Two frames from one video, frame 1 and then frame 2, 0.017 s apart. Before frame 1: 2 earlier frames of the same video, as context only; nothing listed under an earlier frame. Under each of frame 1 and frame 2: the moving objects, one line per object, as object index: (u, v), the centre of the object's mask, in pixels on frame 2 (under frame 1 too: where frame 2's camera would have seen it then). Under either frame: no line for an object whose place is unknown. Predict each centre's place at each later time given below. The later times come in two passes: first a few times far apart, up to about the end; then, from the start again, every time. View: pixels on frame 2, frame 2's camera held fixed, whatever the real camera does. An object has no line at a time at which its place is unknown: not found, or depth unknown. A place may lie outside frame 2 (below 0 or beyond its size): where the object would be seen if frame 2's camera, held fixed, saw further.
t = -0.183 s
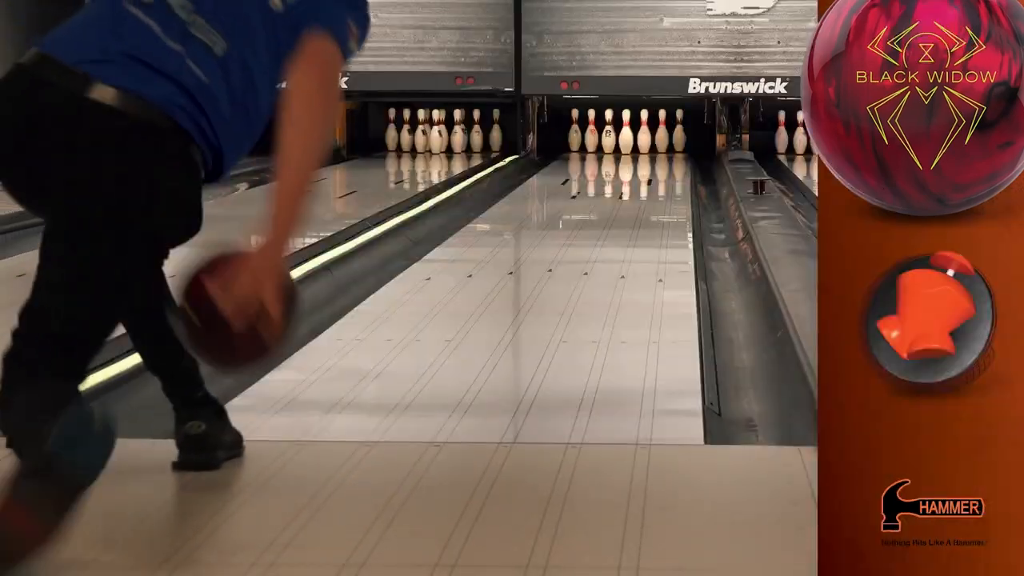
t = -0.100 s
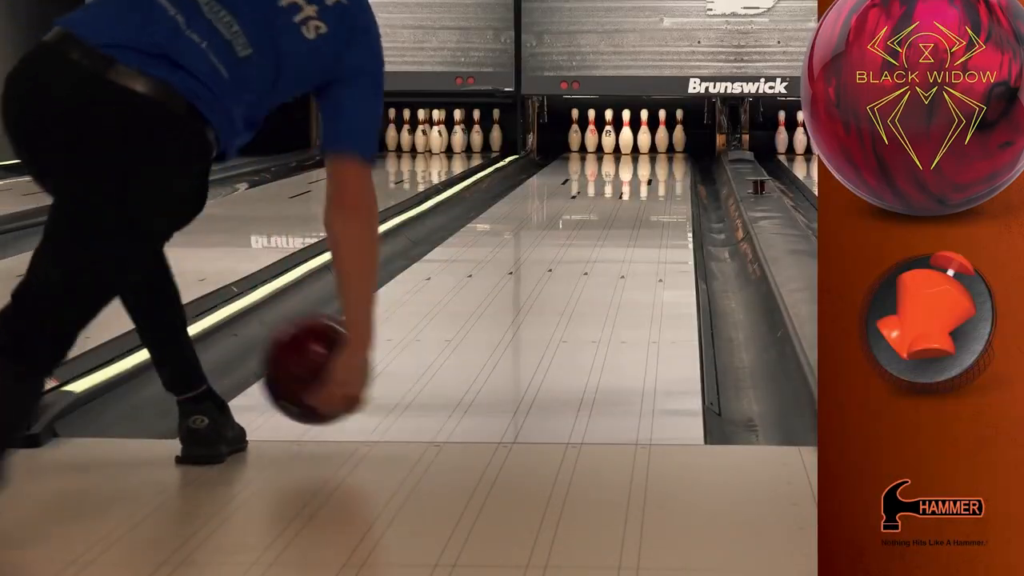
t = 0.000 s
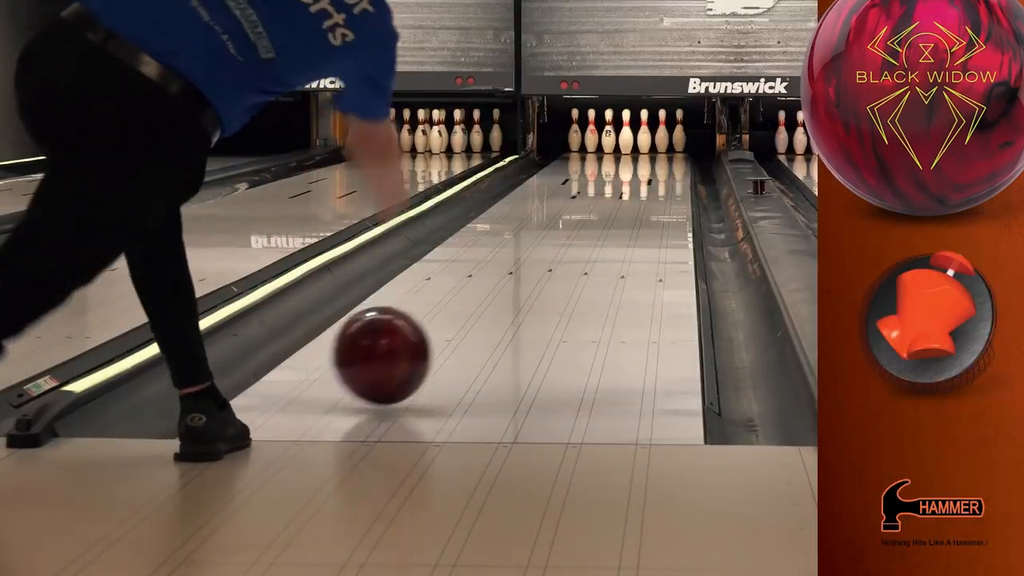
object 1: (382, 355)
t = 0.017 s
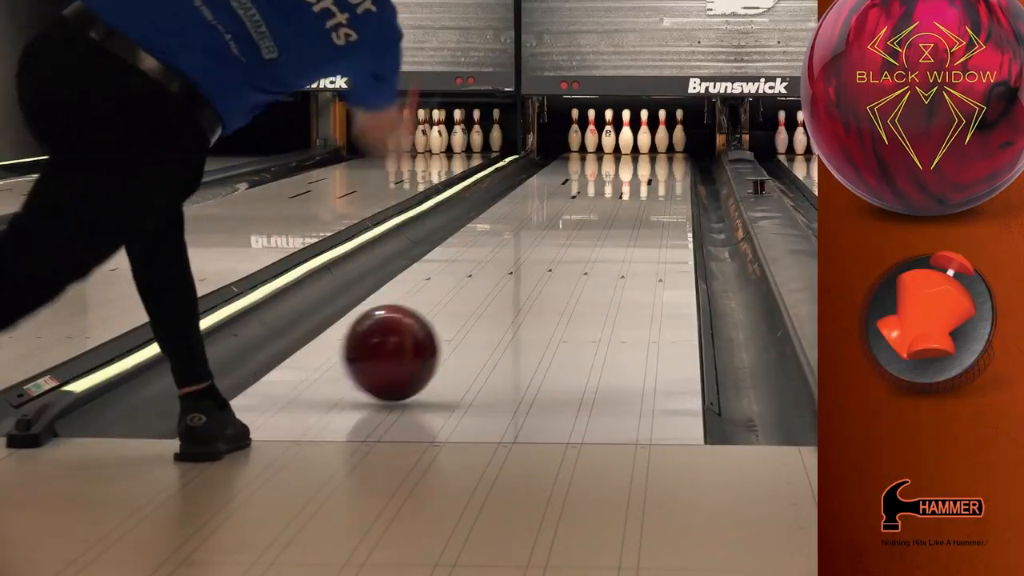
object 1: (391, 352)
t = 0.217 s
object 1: (475, 300)
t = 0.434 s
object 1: (535, 258)
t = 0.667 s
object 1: (578, 229)
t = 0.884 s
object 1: (607, 209)
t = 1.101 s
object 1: (627, 193)
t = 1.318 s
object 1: (643, 180)
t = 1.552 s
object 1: (654, 169)
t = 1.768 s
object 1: (661, 161)
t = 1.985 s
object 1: (661, 154)
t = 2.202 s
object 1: (653, 148)
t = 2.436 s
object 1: (637, 143)
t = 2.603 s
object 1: (630, 141)
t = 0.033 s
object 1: (400, 350)
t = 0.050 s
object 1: (408, 344)
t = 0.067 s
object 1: (416, 339)
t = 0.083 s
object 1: (423, 335)
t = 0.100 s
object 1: (431, 330)
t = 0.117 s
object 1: (438, 325)
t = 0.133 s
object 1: (444, 321)
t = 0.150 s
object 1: (451, 316)
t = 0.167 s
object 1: (457, 312)
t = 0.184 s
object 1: (463, 308)
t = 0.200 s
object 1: (469, 304)
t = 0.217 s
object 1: (475, 300)
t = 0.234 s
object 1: (480, 297)
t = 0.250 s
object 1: (486, 292)
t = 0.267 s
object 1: (491, 289)
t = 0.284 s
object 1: (496, 285)
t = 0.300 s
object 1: (501, 282)
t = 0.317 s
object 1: (506, 279)
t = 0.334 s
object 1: (510, 275)
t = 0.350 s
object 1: (515, 272)
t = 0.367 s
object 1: (519, 269)
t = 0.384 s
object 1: (523, 266)
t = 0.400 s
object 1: (527, 264)
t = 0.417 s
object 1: (531, 261)
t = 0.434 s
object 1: (535, 258)
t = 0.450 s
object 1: (539, 256)
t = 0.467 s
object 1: (543, 253)
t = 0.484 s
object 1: (546, 251)
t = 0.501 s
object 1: (549, 249)
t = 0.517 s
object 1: (553, 246)
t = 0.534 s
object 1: (556, 244)
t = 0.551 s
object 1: (559, 242)
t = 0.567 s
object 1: (562, 240)
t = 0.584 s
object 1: (565, 238)
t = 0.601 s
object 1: (568, 236)
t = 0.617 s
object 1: (571, 234)
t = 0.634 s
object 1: (573, 233)
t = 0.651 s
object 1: (576, 231)
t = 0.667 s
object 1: (578, 229)
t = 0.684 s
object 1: (581, 227)
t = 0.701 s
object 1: (584, 225)
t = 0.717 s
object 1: (586, 224)
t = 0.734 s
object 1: (589, 222)
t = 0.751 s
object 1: (591, 220)
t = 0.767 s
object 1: (593, 219)
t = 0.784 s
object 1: (595, 217)
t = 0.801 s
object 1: (597, 216)
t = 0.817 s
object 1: (599, 214)
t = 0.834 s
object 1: (601, 213)
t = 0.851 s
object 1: (603, 212)
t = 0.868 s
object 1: (605, 210)
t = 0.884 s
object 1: (607, 209)
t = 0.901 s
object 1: (609, 208)
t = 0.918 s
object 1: (610, 206)
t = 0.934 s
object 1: (612, 205)
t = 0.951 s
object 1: (614, 204)
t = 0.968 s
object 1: (616, 202)
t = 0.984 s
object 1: (617, 201)
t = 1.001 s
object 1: (619, 200)
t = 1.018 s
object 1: (620, 199)
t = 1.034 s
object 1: (621, 198)
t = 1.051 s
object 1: (623, 196)
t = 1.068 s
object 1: (624, 195)
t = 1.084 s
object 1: (626, 194)
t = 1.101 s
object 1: (627, 193)
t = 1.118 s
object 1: (629, 192)
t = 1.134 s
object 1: (630, 191)
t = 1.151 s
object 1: (631, 190)
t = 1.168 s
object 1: (633, 189)
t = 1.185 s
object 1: (634, 188)
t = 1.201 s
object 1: (635, 187)
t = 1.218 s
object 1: (636, 186)
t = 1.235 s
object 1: (637, 185)
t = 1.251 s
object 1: (638, 184)
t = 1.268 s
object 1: (639, 183)
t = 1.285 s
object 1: (641, 182)
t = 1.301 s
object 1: (642, 181)
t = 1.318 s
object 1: (643, 180)
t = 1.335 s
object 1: (644, 180)
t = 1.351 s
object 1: (644, 179)
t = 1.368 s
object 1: (645, 178)
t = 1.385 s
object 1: (646, 177)
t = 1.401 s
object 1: (647, 176)
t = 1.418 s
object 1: (648, 175)
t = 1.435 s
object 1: (649, 175)
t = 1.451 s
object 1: (650, 174)
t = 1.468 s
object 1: (651, 173)
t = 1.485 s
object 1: (651, 172)
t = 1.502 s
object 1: (652, 171)
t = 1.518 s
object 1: (653, 171)
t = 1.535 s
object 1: (654, 170)
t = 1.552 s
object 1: (654, 169)
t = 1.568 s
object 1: (655, 169)
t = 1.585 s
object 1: (655, 168)
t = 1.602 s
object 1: (656, 168)
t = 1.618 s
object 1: (657, 167)
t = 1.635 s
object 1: (657, 166)
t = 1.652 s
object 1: (658, 165)
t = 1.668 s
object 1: (659, 164)
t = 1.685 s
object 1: (659, 164)
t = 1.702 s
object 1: (660, 163)
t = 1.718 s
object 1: (660, 163)
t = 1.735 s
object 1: (661, 162)
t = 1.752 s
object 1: (661, 161)
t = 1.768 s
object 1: (661, 161)
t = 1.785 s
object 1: (662, 160)
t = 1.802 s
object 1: (662, 160)
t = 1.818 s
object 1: (662, 159)
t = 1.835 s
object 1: (662, 159)
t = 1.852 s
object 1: (662, 158)
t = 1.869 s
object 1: (662, 158)
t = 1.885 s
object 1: (662, 157)
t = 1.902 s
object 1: (662, 156)
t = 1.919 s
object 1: (662, 156)
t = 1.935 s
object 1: (662, 156)
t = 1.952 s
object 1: (662, 155)
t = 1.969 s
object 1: (661, 155)
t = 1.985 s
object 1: (661, 154)
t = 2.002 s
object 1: (661, 154)
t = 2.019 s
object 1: (660, 153)
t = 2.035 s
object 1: (660, 153)
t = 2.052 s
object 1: (659, 152)
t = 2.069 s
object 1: (659, 152)
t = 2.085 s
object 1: (658, 151)
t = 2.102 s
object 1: (658, 151)
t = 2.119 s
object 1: (657, 150)
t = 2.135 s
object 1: (656, 150)
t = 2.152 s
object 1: (655, 150)
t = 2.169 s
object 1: (654, 149)
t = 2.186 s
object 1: (654, 149)
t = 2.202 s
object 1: (653, 148)
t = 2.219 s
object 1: (652, 148)
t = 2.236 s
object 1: (651, 148)
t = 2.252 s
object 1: (650, 147)
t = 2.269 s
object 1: (649, 147)
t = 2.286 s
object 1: (649, 147)
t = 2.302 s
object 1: (647, 147)
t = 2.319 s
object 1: (646, 146)
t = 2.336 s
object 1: (645, 146)
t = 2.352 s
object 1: (643, 145)
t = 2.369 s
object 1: (641, 145)
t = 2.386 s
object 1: (641, 144)
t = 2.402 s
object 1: (640, 144)
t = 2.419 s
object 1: (638, 143)
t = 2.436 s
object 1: (637, 143)
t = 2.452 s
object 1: (635, 142)
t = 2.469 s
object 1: (634, 142)
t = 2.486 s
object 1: (633, 142)
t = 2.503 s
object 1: (634, 142)
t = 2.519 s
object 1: (633, 142)
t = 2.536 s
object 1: (633, 142)
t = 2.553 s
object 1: (632, 141)
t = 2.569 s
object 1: (631, 141)
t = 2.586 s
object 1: (630, 141)
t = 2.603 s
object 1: (630, 141)
